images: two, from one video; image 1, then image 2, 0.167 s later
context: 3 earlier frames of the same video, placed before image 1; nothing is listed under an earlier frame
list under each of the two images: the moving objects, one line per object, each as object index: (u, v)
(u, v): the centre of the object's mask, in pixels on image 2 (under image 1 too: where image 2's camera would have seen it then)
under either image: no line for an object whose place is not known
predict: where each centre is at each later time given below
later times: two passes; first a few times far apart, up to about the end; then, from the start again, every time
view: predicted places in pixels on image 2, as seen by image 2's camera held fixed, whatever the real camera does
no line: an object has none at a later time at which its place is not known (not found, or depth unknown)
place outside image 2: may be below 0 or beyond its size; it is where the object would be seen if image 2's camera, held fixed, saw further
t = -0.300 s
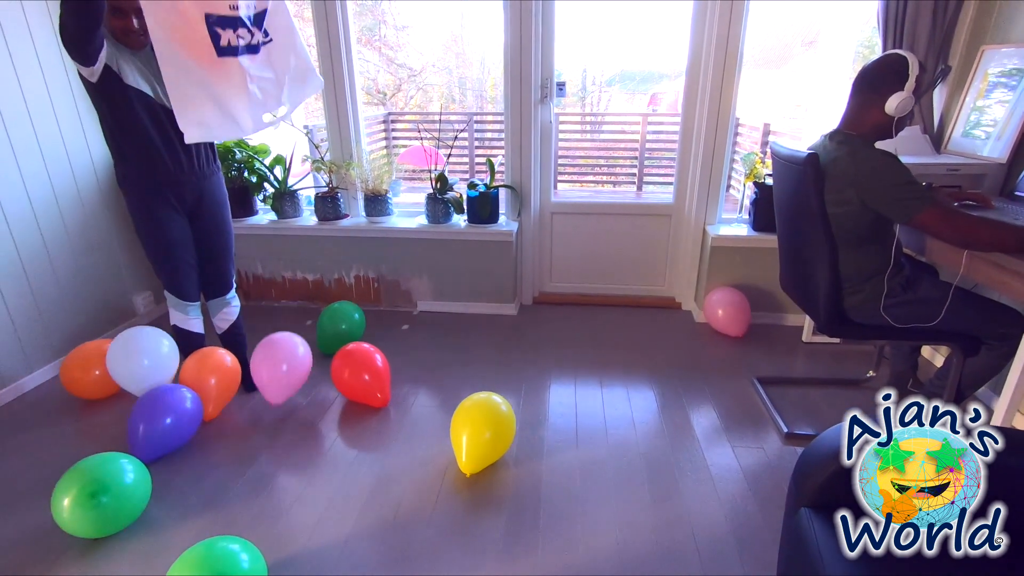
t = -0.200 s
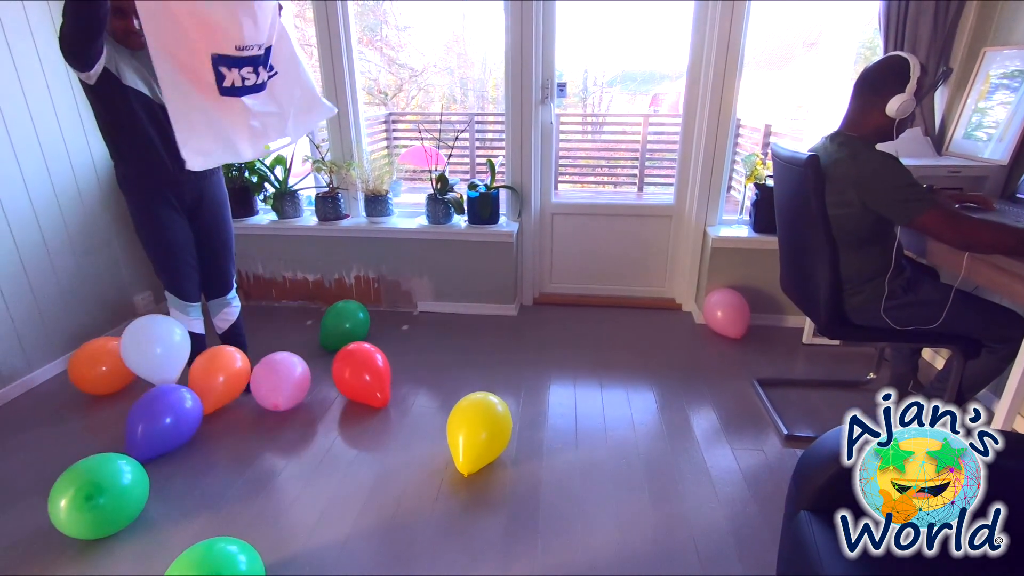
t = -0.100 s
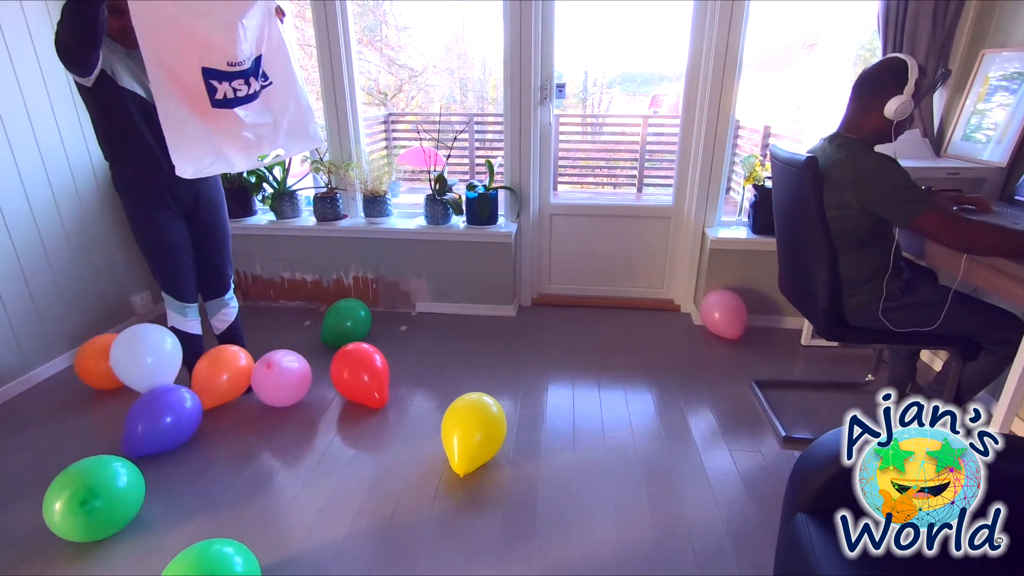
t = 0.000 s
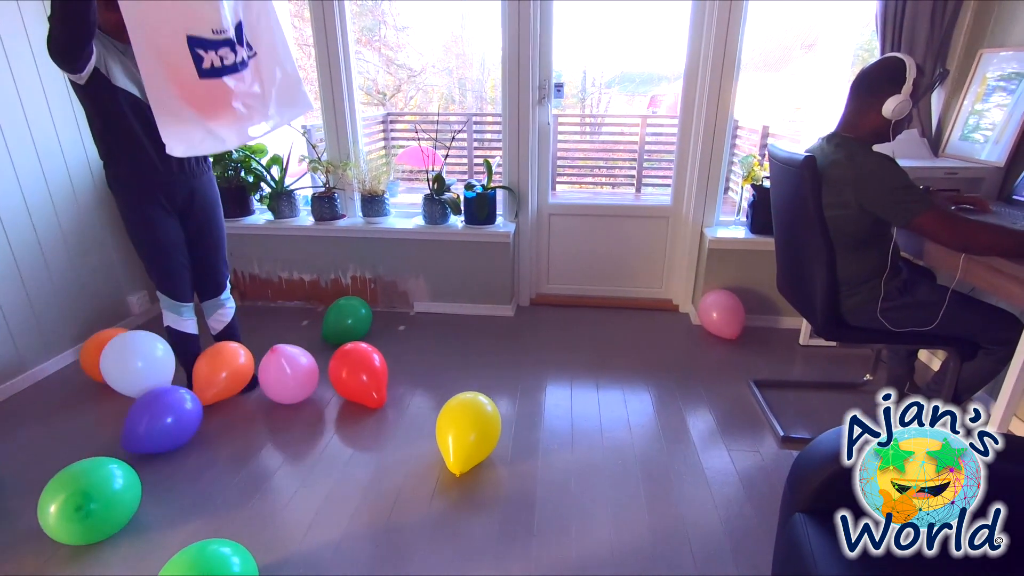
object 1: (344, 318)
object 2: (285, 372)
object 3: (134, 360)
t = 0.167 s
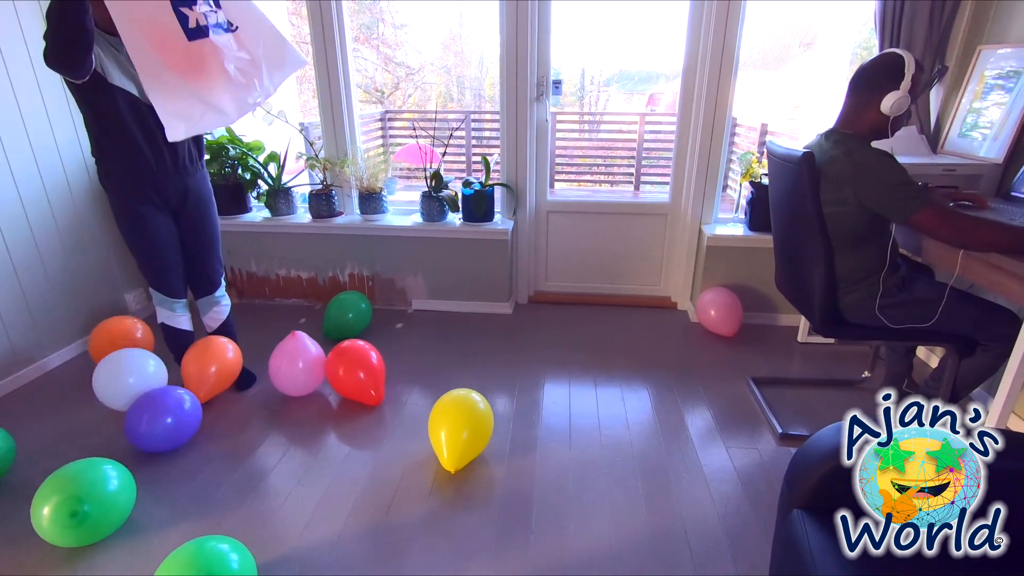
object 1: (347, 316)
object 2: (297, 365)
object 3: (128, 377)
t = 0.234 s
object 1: (347, 315)
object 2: (300, 363)
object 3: (125, 386)
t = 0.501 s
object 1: (346, 311)
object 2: (308, 354)
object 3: (115, 400)
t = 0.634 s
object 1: (343, 308)
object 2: (313, 350)
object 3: (111, 401)
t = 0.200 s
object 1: (347, 316)
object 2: (299, 364)
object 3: (127, 381)
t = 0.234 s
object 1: (347, 315)
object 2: (300, 363)
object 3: (125, 386)
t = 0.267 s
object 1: (347, 314)
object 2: (301, 361)
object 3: (124, 390)
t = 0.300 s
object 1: (347, 314)
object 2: (302, 360)
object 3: (123, 394)
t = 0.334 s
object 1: (347, 314)
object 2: (303, 359)
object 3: (122, 396)
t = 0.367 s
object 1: (346, 313)
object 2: (304, 358)
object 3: (120, 397)
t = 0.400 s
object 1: (346, 313)
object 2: (305, 357)
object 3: (119, 398)
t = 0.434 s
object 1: (346, 312)
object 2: (306, 356)
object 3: (118, 399)
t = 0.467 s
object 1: (346, 312)
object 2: (307, 355)
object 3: (116, 399)
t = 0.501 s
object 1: (346, 311)
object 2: (308, 354)
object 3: (115, 400)
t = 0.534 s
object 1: (346, 310)
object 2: (309, 353)
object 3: (114, 401)
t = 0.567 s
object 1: (345, 309)
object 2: (311, 352)
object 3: (113, 401)
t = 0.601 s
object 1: (344, 309)
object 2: (312, 351)
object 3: (112, 401)
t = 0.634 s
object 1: (343, 308)
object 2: (313, 350)
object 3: (111, 401)
